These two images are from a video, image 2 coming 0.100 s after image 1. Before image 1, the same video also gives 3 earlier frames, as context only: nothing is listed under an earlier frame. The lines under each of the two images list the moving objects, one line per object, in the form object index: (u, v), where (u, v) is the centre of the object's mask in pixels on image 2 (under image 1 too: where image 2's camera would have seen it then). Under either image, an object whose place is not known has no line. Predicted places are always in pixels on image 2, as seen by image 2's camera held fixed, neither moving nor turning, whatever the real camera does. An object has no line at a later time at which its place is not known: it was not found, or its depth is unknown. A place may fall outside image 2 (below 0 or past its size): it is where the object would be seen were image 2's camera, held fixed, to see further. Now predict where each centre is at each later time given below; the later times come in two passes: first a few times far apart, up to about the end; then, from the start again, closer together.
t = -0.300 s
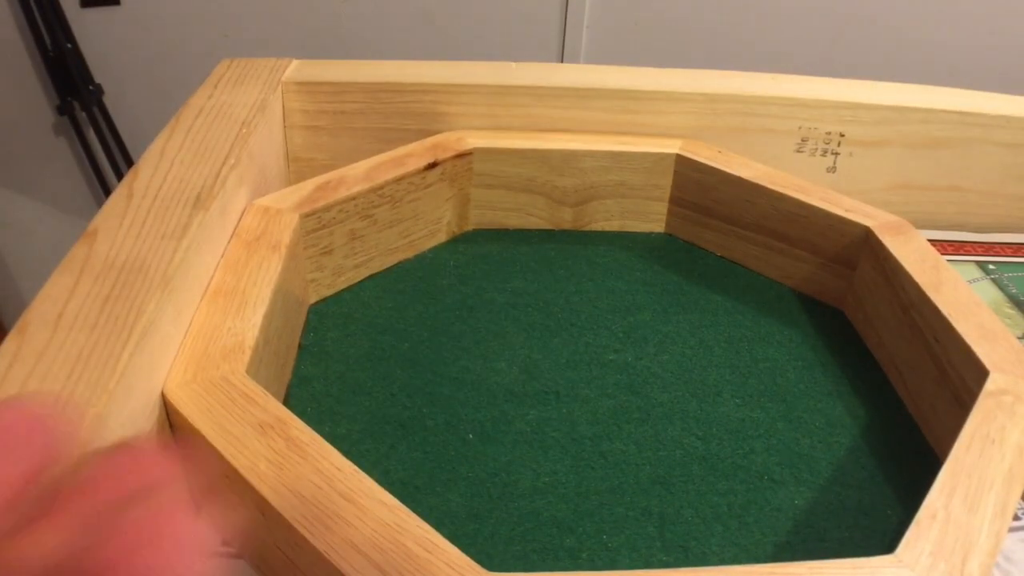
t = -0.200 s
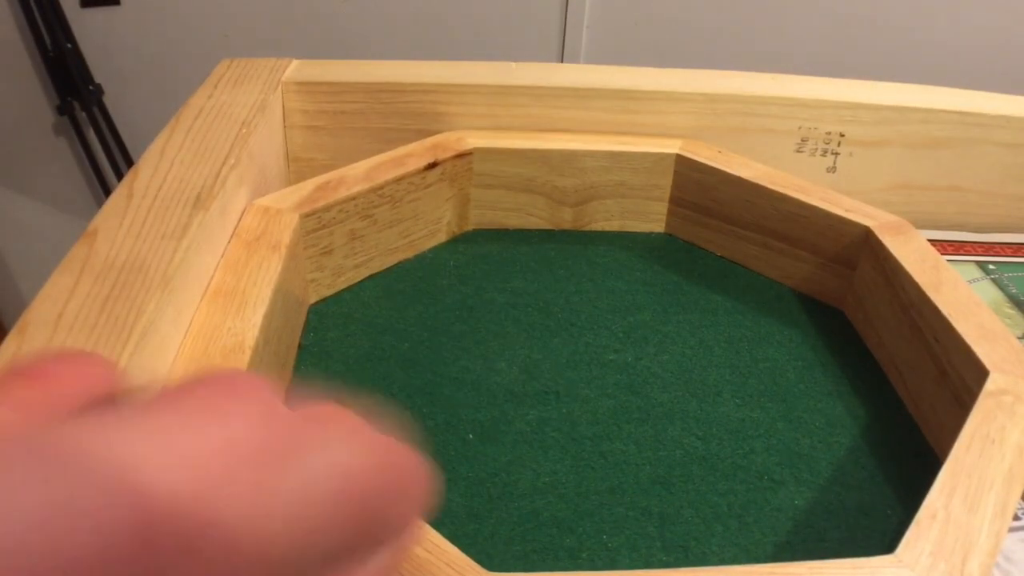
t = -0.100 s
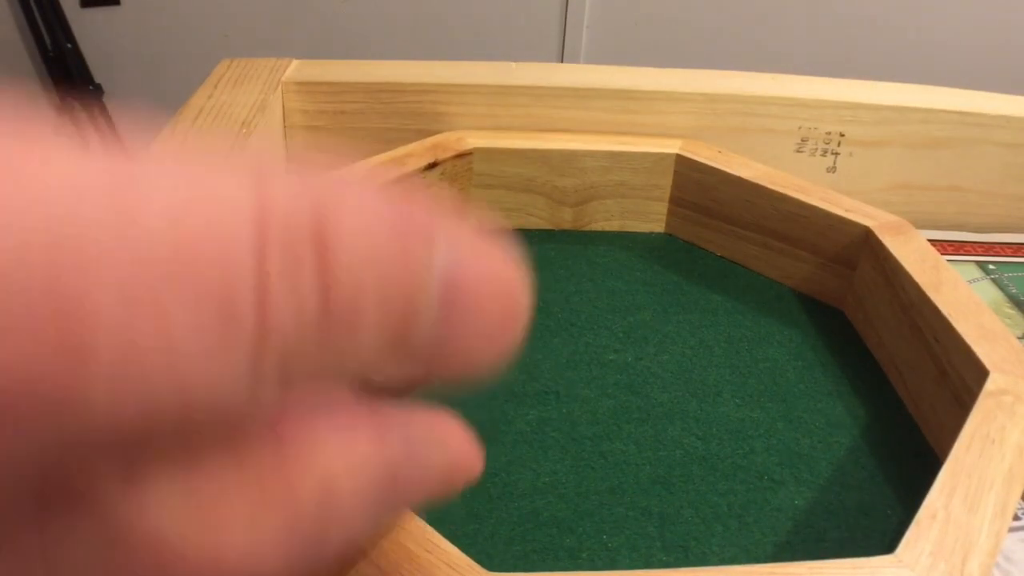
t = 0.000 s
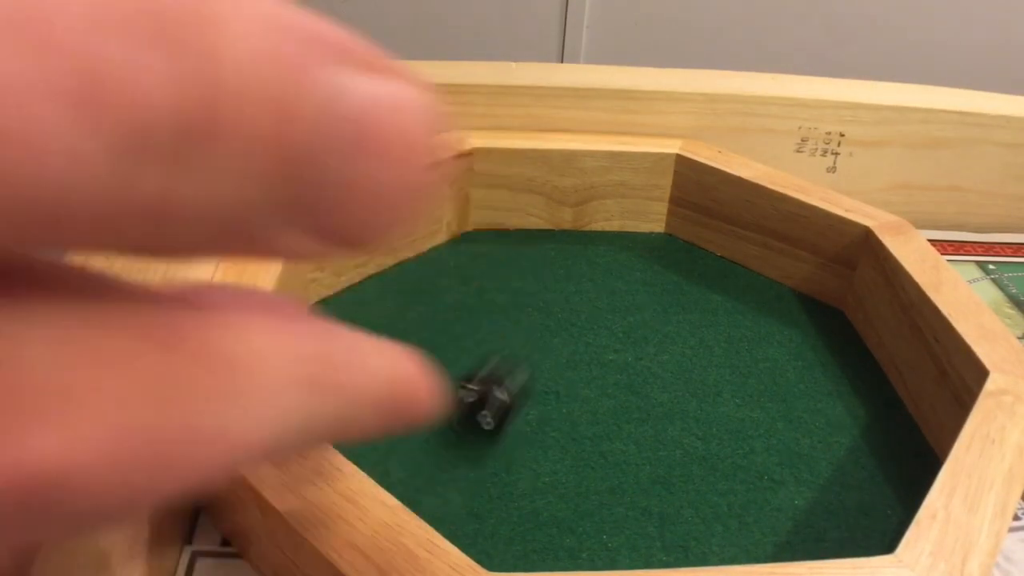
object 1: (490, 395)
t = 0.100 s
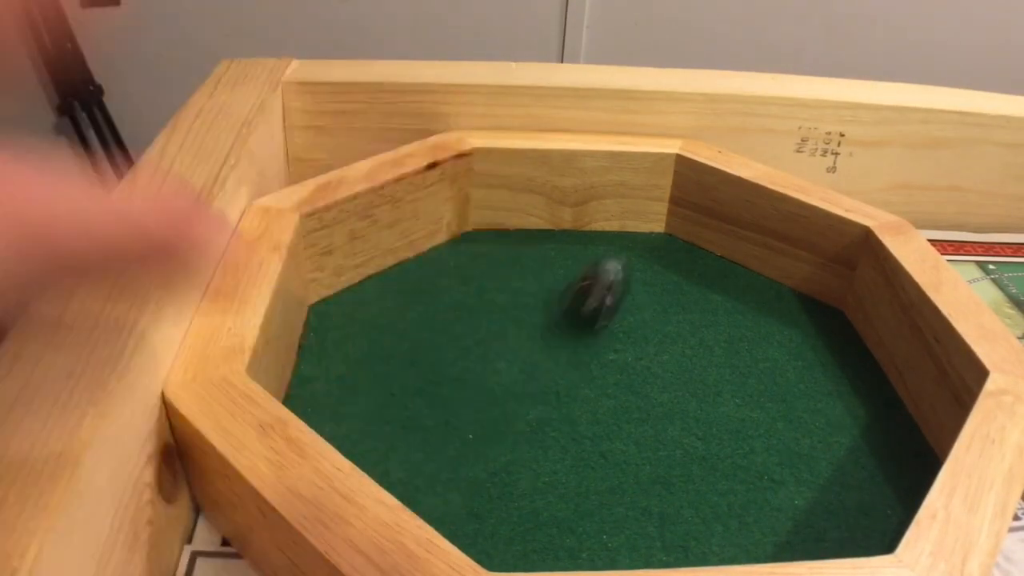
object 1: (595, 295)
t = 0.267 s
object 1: (641, 227)
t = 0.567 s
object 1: (625, 234)
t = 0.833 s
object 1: (625, 234)
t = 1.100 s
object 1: (625, 234)
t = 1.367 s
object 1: (625, 234)
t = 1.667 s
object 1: (626, 234)
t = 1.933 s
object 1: (626, 234)
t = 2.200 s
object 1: (626, 234)
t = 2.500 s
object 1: (626, 234)
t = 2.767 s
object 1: (626, 234)
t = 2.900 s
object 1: (626, 234)
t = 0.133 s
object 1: (626, 251)
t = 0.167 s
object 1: (651, 233)
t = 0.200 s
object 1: (666, 225)
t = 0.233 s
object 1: (655, 222)
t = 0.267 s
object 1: (641, 227)
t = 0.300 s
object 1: (630, 231)
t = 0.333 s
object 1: (624, 233)
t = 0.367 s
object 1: (623, 233)
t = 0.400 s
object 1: (624, 232)
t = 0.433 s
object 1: (625, 233)
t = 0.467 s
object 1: (626, 234)
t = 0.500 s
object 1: (626, 234)
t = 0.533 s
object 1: (625, 233)
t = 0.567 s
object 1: (625, 234)
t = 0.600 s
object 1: (626, 234)
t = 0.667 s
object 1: (625, 234)
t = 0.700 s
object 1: (625, 234)
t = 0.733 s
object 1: (625, 234)
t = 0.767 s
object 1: (625, 234)
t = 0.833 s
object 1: (625, 234)
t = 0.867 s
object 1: (625, 234)
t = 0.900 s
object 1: (625, 234)
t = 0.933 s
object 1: (625, 234)
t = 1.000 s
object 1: (625, 234)
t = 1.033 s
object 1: (625, 234)
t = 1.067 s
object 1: (625, 234)
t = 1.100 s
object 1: (625, 234)
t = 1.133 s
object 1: (625, 234)
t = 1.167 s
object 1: (625, 234)
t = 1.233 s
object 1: (625, 234)
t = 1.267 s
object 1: (626, 234)
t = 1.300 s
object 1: (626, 234)
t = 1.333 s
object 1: (625, 234)
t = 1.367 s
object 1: (625, 234)
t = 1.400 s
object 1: (626, 234)
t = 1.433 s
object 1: (625, 234)
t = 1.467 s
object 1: (625, 234)
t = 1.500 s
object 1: (625, 234)
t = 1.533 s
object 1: (625, 234)
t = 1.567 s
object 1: (626, 234)
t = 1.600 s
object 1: (625, 234)
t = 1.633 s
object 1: (626, 234)
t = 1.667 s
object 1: (626, 234)
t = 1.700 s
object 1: (626, 234)
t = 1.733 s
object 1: (626, 234)
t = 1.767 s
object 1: (626, 234)
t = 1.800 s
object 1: (626, 234)
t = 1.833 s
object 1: (626, 234)
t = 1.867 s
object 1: (626, 234)
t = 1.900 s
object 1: (626, 234)
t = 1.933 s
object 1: (626, 234)
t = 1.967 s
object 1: (626, 234)
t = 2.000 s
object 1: (626, 234)
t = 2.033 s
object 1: (626, 234)
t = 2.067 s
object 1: (626, 234)
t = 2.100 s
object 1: (626, 234)
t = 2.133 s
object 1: (626, 234)
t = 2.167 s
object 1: (626, 234)
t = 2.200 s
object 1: (626, 234)
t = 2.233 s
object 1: (626, 234)
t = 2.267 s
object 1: (626, 234)
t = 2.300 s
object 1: (626, 234)
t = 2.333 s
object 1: (626, 234)
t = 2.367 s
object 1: (626, 234)
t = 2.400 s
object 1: (626, 234)
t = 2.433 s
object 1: (626, 234)
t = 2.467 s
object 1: (626, 234)
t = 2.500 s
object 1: (626, 234)
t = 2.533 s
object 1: (626, 234)
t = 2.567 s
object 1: (626, 234)
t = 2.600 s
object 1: (626, 234)
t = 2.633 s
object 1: (626, 234)
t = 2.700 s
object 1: (626, 234)
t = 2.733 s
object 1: (626, 234)
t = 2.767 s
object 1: (626, 234)
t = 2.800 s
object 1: (626, 234)
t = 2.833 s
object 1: (626, 234)
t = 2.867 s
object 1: (626, 234)
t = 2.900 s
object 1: (626, 234)
